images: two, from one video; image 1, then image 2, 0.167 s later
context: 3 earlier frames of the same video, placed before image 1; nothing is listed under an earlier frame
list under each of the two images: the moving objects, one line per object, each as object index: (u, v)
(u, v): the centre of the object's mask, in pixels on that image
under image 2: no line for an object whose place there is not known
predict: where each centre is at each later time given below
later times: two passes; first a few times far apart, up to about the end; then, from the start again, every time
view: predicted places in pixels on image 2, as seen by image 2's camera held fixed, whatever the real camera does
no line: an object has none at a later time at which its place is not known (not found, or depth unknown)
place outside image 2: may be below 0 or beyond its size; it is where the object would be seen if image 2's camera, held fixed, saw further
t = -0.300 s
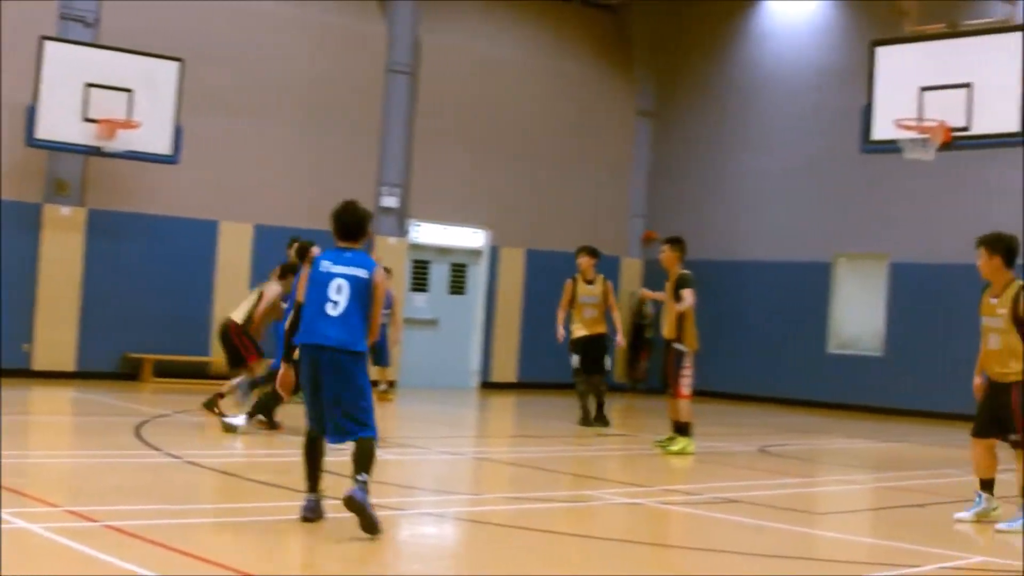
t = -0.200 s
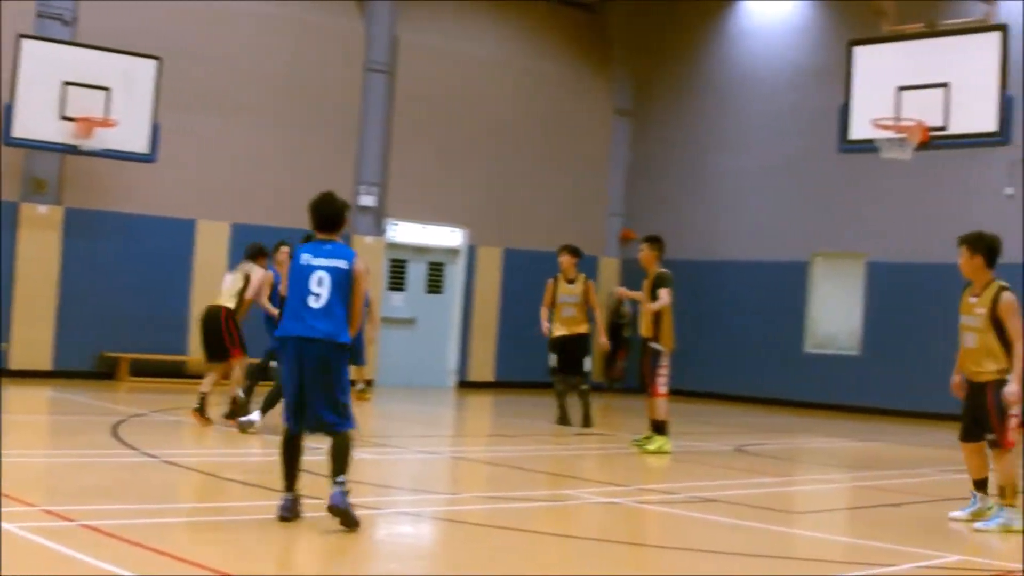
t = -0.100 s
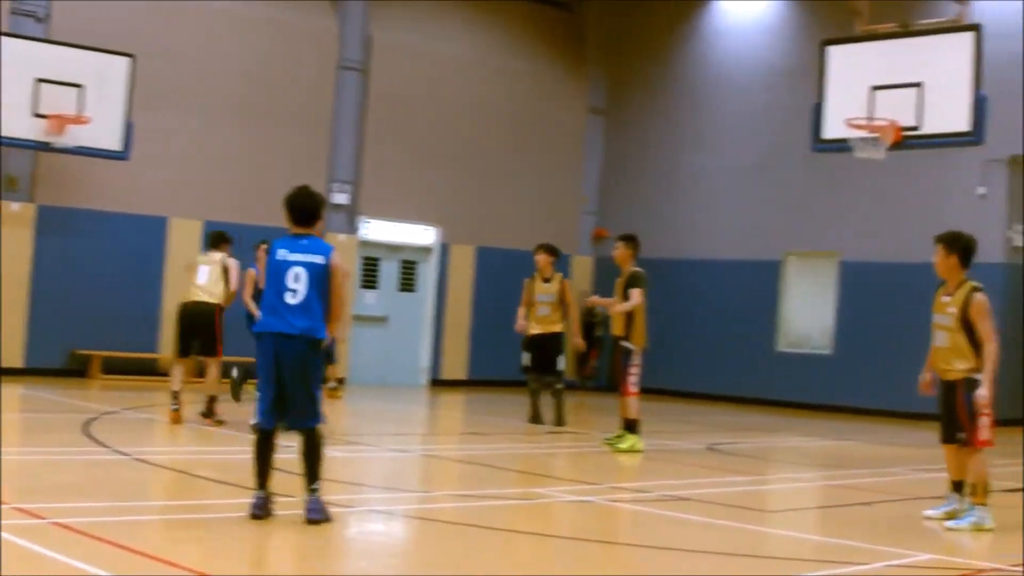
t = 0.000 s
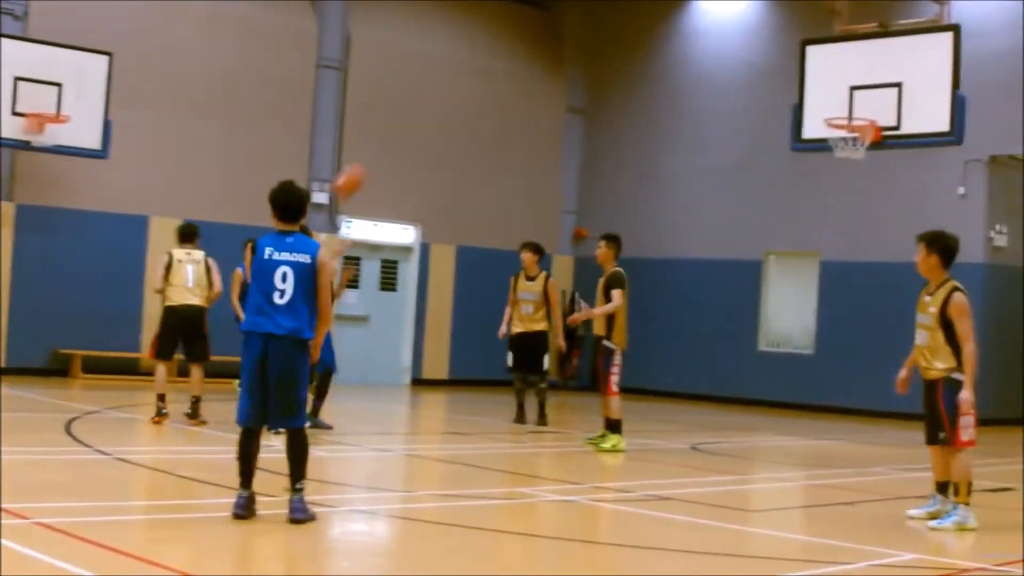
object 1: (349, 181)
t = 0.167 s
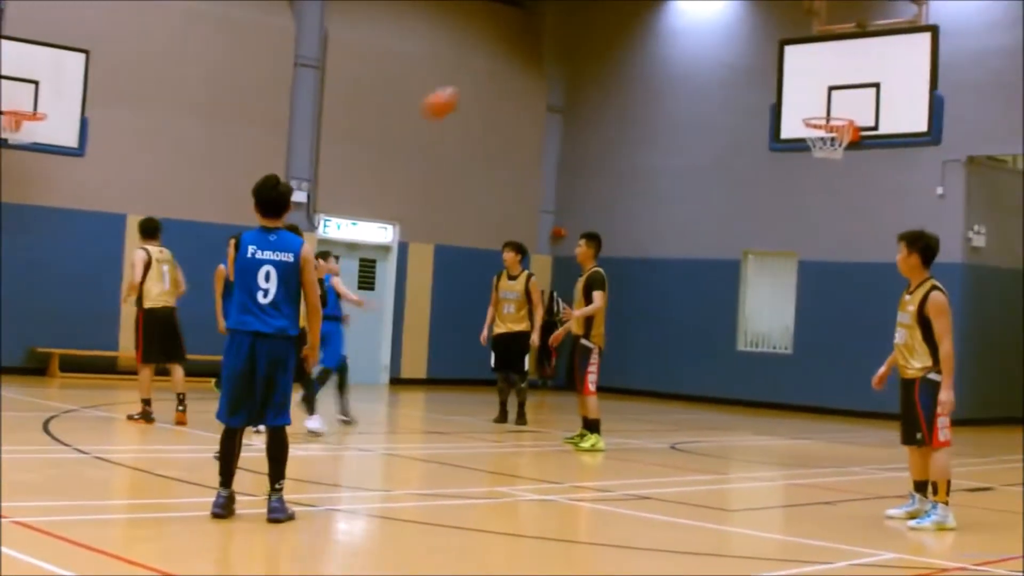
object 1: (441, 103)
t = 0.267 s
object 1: (506, 68)
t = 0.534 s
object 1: (666, 33)
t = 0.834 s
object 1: (778, 73)
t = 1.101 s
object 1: (736, 184)
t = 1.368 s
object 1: (682, 406)
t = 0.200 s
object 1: (463, 91)
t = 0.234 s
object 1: (483, 78)
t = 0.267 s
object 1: (506, 68)
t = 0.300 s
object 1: (527, 61)
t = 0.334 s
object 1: (547, 54)
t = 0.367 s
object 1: (568, 48)
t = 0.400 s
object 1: (589, 43)
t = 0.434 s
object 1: (608, 39)
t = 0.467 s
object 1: (625, 36)
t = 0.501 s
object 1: (644, 33)
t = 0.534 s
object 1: (666, 33)
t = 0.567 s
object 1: (685, 36)
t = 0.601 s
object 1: (705, 37)
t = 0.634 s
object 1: (723, 39)
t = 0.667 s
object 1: (742, 43)
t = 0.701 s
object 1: (759, 46)
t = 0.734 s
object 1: (776, 51)
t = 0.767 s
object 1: (786, 60)
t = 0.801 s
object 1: (782, 66)
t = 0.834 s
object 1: (778, 73)
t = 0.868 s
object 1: (774, 81)
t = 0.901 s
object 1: (769, 91)
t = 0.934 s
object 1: (765, 103)
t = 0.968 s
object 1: (759, 116)
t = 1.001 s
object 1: (753, 132)
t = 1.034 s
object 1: (748, 148)
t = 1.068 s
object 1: (742, 166)
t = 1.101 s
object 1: (736, 184)
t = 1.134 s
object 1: (730, 207)
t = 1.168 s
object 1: (723, 230)
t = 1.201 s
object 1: (717, 256)
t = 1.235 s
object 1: (710, 282)
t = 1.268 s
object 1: (703, 310)
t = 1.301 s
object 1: (697, 341)
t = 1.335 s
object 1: (690, 373)
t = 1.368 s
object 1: (682, 406)
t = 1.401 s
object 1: (676, 443)
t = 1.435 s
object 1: (672, 430)
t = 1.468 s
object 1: (668, 404)
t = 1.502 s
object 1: (664, 380)
